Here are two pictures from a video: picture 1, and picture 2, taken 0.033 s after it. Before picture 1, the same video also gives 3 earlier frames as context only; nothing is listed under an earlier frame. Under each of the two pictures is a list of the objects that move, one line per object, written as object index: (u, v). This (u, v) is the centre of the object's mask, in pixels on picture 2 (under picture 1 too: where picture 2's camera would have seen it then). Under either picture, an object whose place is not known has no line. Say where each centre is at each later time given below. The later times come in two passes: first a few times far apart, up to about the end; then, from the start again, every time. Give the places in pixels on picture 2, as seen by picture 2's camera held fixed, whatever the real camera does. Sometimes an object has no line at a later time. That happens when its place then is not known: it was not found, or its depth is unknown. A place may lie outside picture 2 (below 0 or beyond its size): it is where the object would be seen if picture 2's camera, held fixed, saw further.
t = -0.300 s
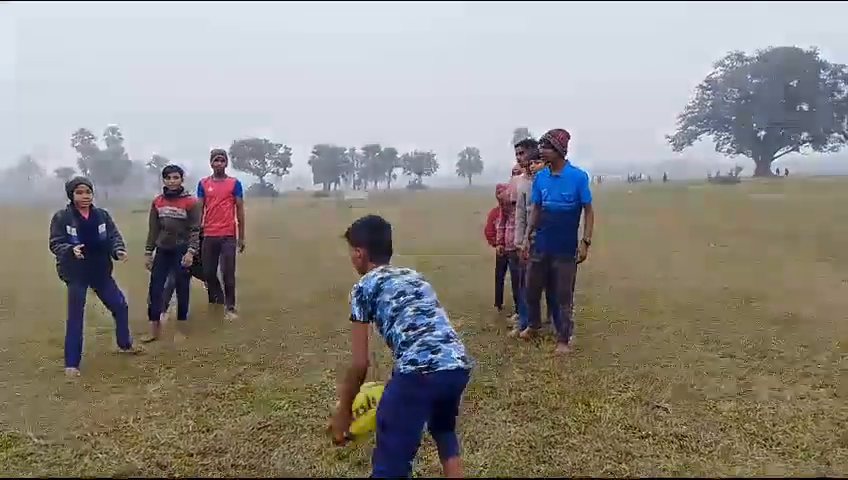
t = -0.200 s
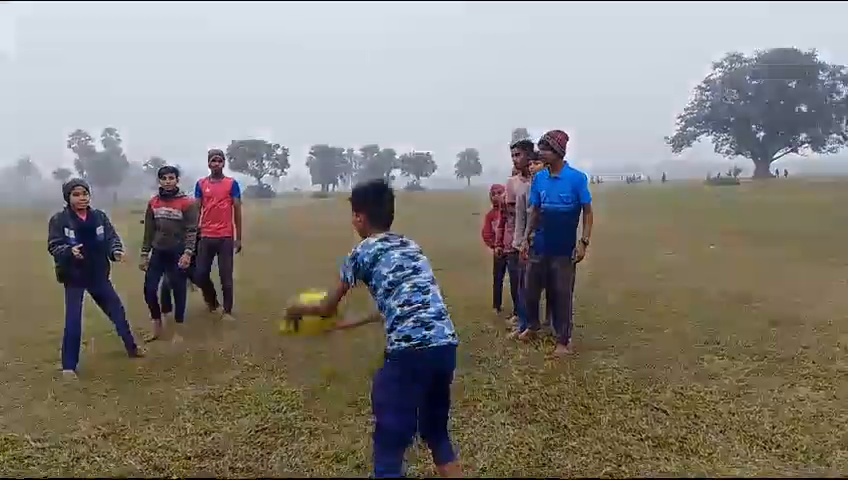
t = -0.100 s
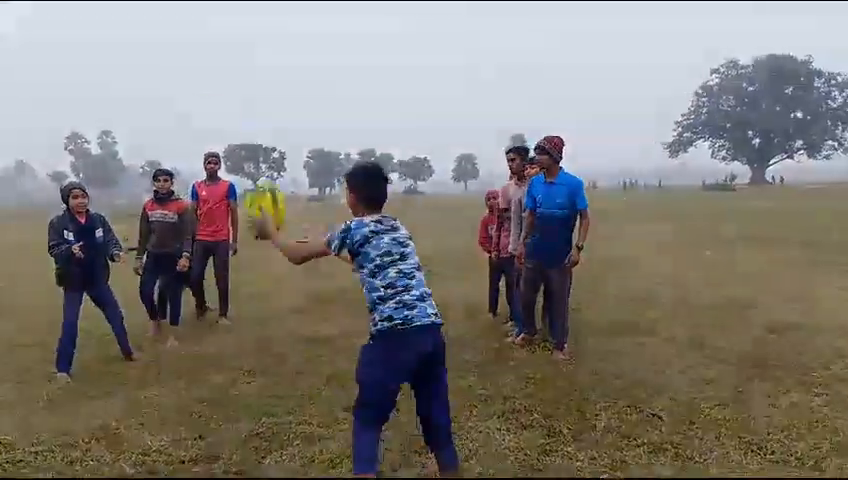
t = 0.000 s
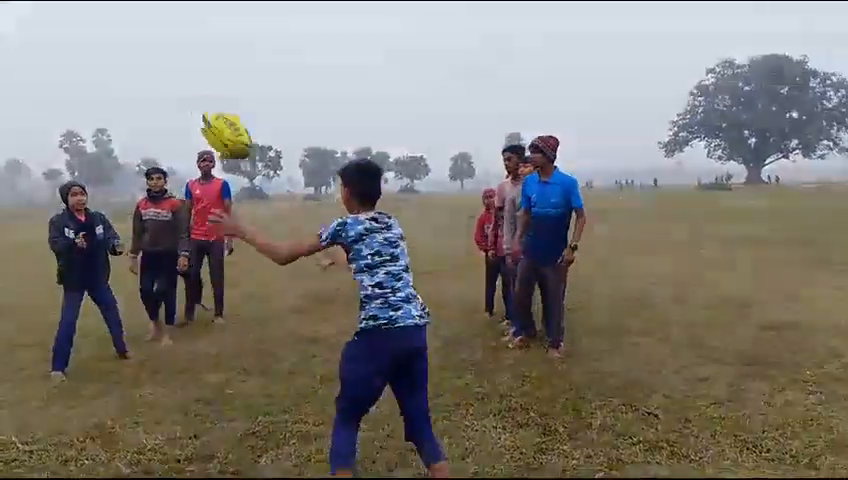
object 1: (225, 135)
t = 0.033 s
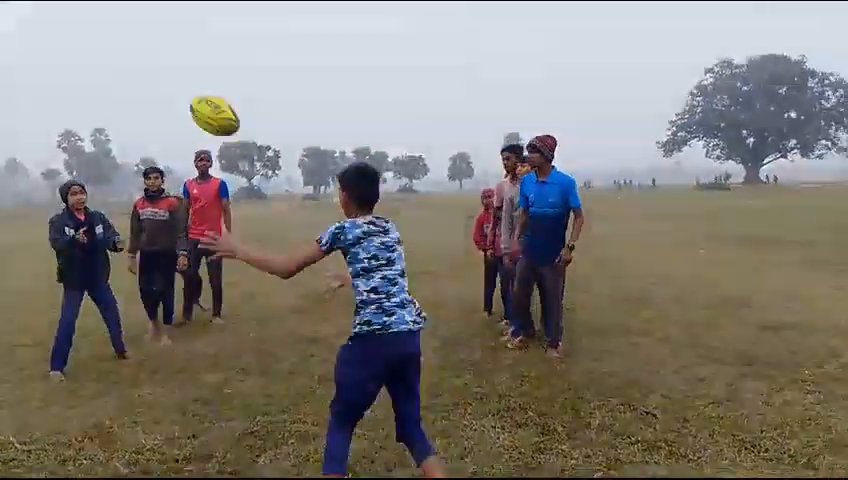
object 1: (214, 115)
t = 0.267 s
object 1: (159, 62)
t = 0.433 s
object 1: (136, 85)
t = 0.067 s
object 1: (205, 100)
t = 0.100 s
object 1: (196, 88)
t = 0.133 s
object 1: (188, 78)
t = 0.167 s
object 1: (180, 70)
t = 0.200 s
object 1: (173, 65)
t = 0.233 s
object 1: (166, 62)
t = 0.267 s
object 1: (159, 62)
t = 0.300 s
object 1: (153, 63)
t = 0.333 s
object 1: (148, 67)
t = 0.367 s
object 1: (144, 72)
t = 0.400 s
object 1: (139, 78)
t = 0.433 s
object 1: (136, 85)
